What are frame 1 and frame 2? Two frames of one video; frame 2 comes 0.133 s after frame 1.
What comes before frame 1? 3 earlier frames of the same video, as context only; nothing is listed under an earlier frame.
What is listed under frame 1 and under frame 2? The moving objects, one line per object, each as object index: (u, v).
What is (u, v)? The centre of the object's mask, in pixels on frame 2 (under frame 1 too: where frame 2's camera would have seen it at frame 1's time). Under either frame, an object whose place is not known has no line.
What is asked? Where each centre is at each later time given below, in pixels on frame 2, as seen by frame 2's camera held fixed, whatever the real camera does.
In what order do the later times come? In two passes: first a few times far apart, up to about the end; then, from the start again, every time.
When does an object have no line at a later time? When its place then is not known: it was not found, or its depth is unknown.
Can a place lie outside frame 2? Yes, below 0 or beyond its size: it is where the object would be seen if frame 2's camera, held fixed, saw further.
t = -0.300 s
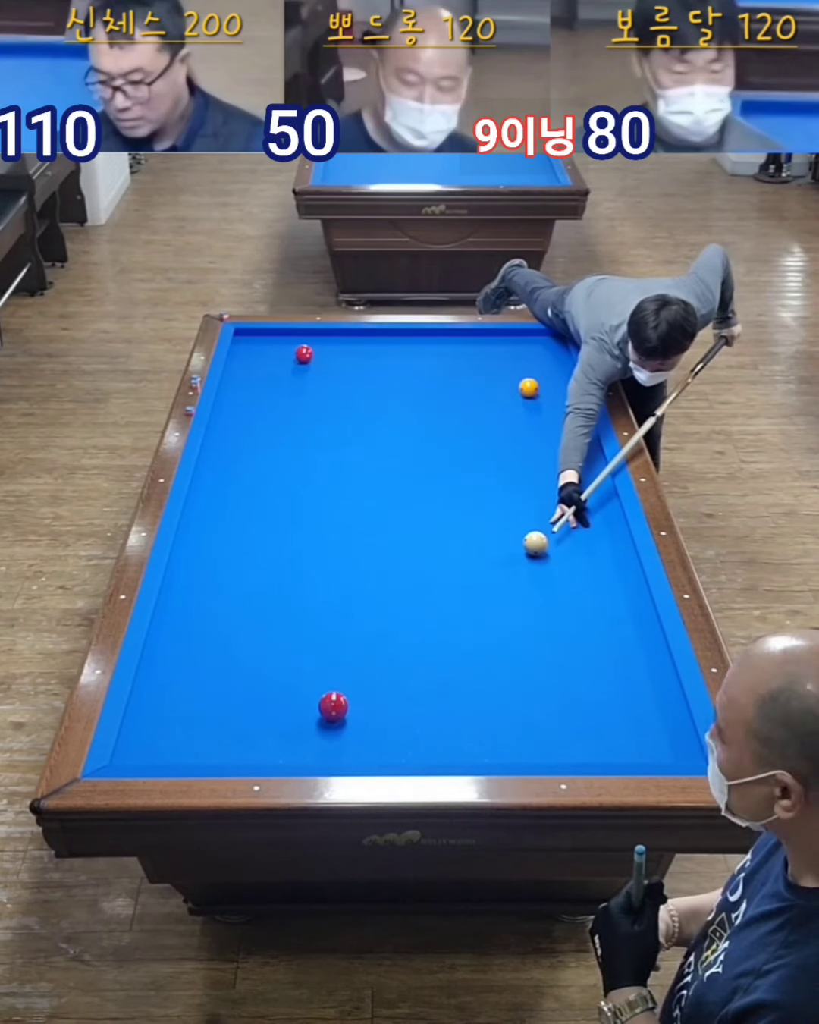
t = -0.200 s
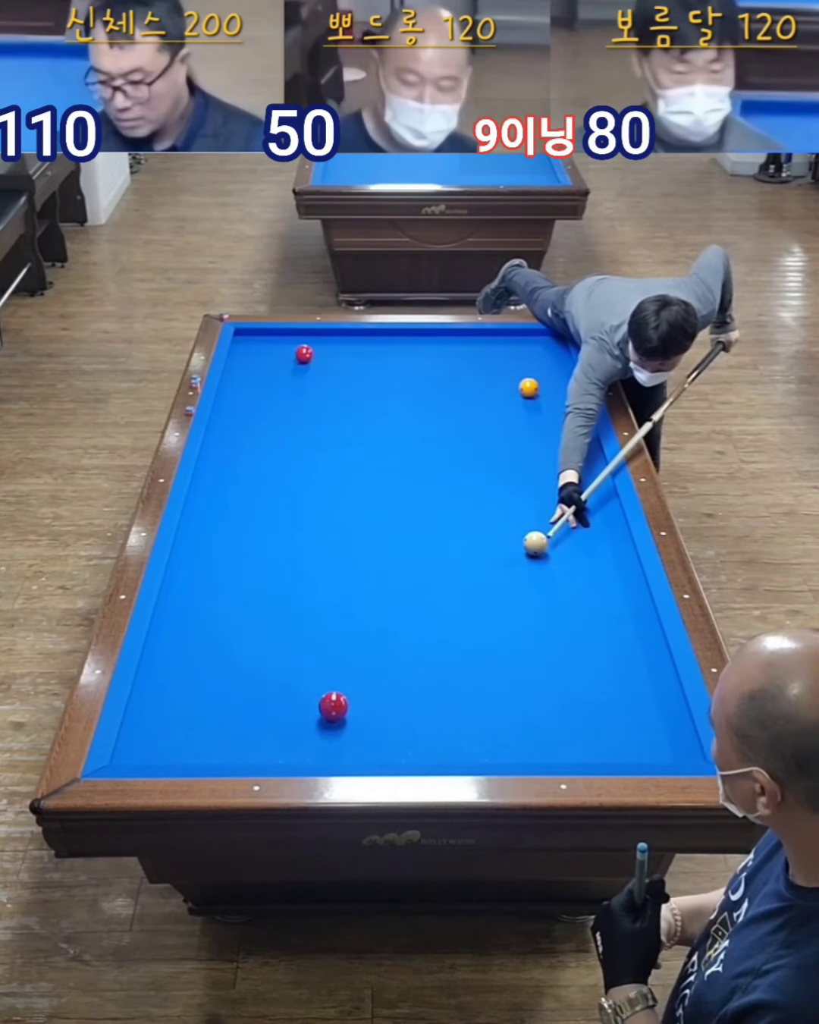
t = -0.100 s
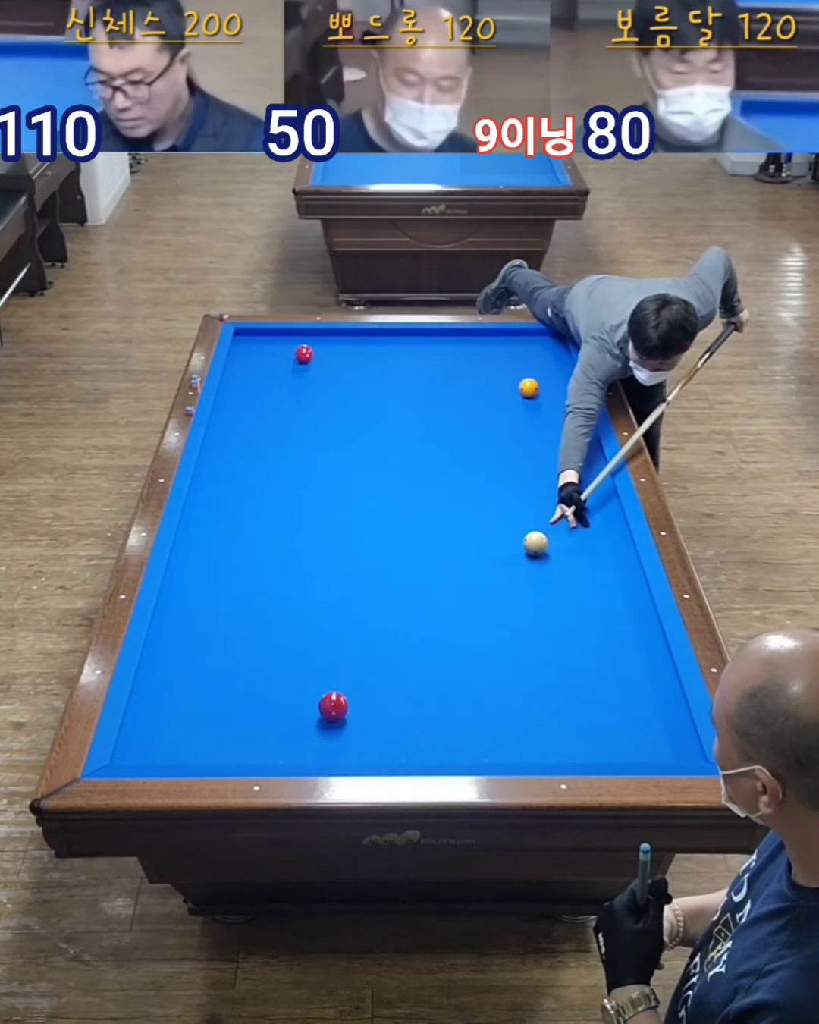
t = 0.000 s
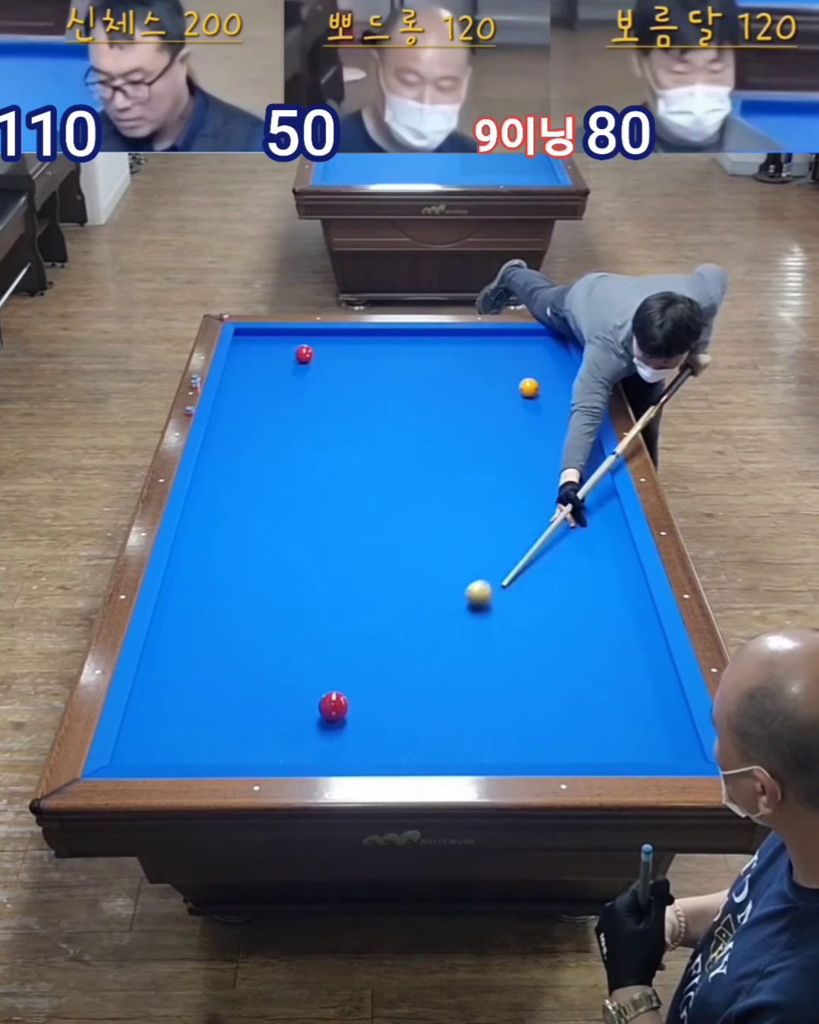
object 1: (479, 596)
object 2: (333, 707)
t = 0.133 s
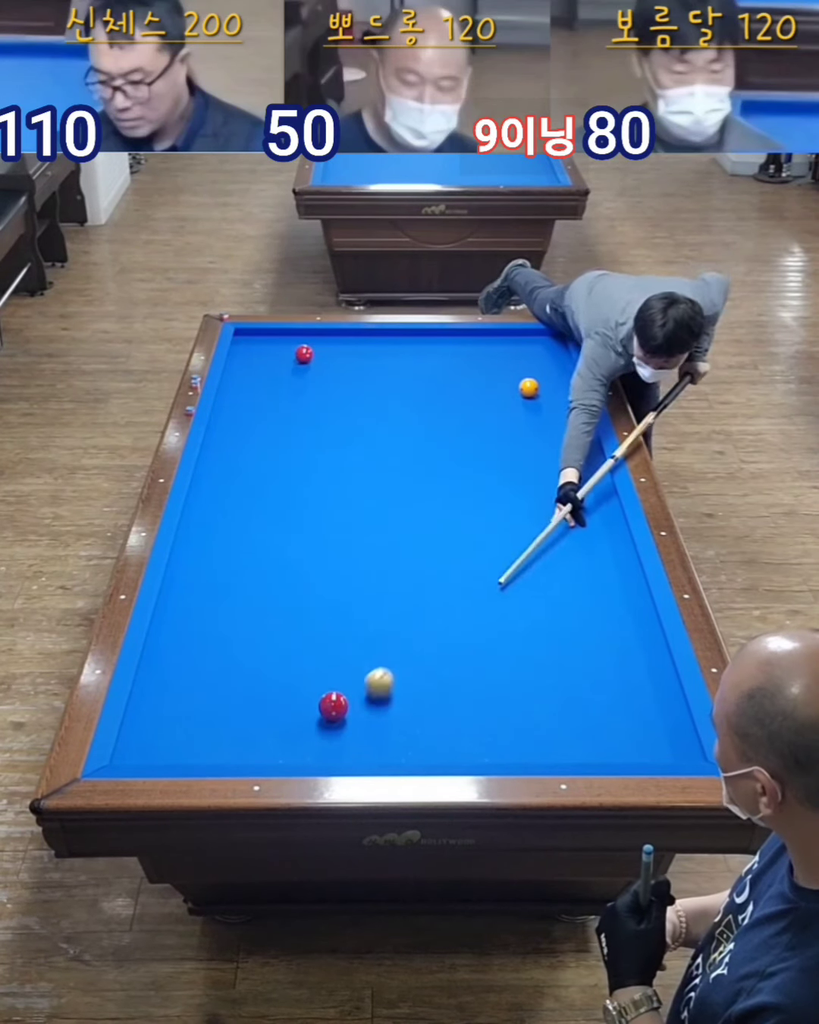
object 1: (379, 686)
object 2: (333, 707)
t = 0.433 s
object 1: (455, 707)
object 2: (182, 749)
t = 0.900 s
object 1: (597, 612)
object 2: (412, 718)
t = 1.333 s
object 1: (578, 542)
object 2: (599, 692)
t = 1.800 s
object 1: (499, 483)
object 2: (589, 654)
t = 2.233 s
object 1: (439, 436)
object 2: (499, 617)
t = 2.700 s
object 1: (384, 394)
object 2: (414, 582)
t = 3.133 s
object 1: (340, 360)
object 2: (344, 553)
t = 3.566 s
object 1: (301, 334)
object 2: (282, 527)
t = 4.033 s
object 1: (248, 350)
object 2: (222, 501)
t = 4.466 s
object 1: (254, 366)
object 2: (218, 483)
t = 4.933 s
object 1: (278, 382)
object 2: (249, 470)
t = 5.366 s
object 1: (301, 398)
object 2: (275, 458)
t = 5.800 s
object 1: (324, 413)
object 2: (298, 448)
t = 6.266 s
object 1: (348, 430)
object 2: (320, 438)
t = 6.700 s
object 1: (371, 445)
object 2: (338, 430)
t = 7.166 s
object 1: (395, 461)
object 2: (355, 422)
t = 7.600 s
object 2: (370, 415)
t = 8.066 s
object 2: (383, 410)
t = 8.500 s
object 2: (393, 405)
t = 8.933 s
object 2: (402, 402)
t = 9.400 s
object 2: (410, 399)
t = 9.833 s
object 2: (416, 397)
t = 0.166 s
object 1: (364, 709)
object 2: (323, 710)
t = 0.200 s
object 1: (373, 725)
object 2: (286, 718)
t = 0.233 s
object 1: (382, 742)
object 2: (250, 727)
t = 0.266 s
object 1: (391, 751)
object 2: (214, 736)
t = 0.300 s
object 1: (405, 747)
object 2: (178, 744)
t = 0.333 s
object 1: (418, 740)
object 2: (142, 751)
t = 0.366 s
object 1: (431, 727)
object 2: (137, 754)
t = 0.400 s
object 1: (443, 715)
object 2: (160, 751)
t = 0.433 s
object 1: (455, 707)
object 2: (182, 749)
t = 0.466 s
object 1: (467, 699)
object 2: (203, 747)
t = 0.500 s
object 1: (478, 692)
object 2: (222, 744)
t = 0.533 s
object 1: (489, 684)
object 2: (241, 742)
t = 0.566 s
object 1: (500, 677)
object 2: (258, 739)
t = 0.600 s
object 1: (510, 670)
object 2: (274, 737)
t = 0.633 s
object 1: (520, 663)
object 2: (290, 735)
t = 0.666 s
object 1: (530, 656)
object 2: (306, 732)
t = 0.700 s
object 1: (541, 650)
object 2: (321, 730)
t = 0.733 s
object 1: (550, 643)
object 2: (336, 728)
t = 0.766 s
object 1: (560, 637)
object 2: (352, 726)
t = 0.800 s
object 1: (569, 630)
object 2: (367, 724)
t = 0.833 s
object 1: (579, 624)
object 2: (382, 722)
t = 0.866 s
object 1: (588, 617)
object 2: (398, 720)
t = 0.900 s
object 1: (597, 612)
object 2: (412, 718)
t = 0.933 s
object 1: (606, 605)
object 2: (427, 716)
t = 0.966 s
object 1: (614, 599)
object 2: (442, 714)
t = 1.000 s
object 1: (623, 593)
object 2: (457, 712)
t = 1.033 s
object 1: (632, 587)
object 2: (471, 709)
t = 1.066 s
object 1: (633, 582)
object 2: (486, 707)
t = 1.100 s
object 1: (624, 577)
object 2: (500, 705)
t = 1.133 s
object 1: (616, 572)
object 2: (515, 703)
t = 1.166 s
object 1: (609, 567)
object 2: (529, 701)
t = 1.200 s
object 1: (602, 561)
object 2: (543, 700)
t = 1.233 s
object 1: (596, 557)
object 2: (557, 698)
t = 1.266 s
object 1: (590, 552)
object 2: (571, 696)
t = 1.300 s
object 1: (584, 547)
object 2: (585, 694)
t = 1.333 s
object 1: (578, 542)
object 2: (599, 692)
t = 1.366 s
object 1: (571, 537)
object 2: (612, 690)
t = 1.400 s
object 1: (565, 533)
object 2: (626, 688)
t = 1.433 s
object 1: (559, 528)
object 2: (639, 686)
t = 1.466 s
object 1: (554, 524)
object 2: (653, 684)
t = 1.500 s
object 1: (548, 519)
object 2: (667, 683)
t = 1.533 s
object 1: (542, 515)
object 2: (658, 679)
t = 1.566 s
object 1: (537, 511)
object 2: (646, 676)
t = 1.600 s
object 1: (532, 507)
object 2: (636, 673)
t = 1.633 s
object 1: (526, 503)
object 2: (627, 669)
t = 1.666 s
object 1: (521, 499)
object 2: (619, 666)
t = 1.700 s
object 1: (515, 495)
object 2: (612, 663)
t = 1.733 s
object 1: (510, 491)
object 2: (604, 660)
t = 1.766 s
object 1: (505, 487)
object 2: (597, 657)
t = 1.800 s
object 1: (499, 483)
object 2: (589, 654)
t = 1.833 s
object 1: (495, 479)
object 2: (582, 651)
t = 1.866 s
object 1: (490, 475)
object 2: (575, 648)
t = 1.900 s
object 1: (485, 471)
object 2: (567, 645)
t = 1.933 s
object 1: (480, 468)
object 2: (560, 642)
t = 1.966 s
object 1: (475, 464)
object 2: (553, 639)
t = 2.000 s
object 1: (471, 460)
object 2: (547, 636)
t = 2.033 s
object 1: (466, 457)
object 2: (539, 634)
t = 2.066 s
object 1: (461, 453)
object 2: (533, 631)
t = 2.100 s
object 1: (457, 450)
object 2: (526, 628)
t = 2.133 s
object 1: (452, 446)
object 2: (519, 625)
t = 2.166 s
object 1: (448, 443)
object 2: (513, 623)
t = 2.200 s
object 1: (444, 440)
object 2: (506, 620)
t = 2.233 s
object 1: (439, 436)
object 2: (499, 617)
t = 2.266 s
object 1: (435, 433)
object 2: (493, 615)
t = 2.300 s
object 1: (431, 430)
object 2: (487, 612)
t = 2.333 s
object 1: (427, 427)
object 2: (480, 610)
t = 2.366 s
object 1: (423, 423)
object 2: (474, 607)
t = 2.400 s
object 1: (418, 421)
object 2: (468, 604)
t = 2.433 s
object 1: (414, 417)
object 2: (462, 602)
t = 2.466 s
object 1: (410, 415)
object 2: (456, 600)
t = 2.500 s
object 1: (407, 411)
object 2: (450, 597)
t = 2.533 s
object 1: (403, 408)
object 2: (443, 595)
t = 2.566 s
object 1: (399, 406)
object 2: (438, 592)
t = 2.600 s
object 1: (395, 403)
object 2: (432, 590)
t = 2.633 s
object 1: (392, 400)
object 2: (426, 587)
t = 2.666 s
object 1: (388, 397)
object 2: (420, 585)
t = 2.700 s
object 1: (384, 394)
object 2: (414, 582)
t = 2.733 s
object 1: (380, 391)
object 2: (409, 580)
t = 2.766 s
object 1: (377, 389)
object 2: (403, 578)
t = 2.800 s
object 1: (373, 386)
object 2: (397, 575)
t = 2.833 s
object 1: (370, 383)
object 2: (392, 573)
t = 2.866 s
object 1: (366, 380)
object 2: (386, 571)
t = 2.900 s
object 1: (363, 378)
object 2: (381, 569)
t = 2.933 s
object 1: (360, 375)
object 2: (376, 566)
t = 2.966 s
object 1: (356, 373)
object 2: (370, 564)
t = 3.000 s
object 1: (353, 370)
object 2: (365, 562)
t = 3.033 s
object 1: (350, 368)
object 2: (360, 560)
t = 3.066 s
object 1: (347, 365)
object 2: (354, 558)
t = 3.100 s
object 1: (344, 363)
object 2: (349, 556)
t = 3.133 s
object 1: (340, 360)
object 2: (344, 553)
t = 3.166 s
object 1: (337, 358)
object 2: (339, 551)
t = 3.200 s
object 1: (334, 355)
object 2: (334, 549)
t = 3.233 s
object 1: (331, 353)
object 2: (329, 547)
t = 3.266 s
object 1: (328, 350)
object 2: (324, 545)
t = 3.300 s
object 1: (326, 348)
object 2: (319, 543)
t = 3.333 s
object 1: (323, 346)
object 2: (315, 541)
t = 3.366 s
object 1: (320, 344)
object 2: (310, 539)
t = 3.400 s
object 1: (317, 341)
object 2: (305, 537)
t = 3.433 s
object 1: (314, 339)
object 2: (300, 535)
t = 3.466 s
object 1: (311, 337)
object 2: (296, 533)
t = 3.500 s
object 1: (308, 335)
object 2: (291, 531)
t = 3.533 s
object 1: (306, 333)
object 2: (286, 529)
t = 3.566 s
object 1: (301, 334)
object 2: (282, 527)
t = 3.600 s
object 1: (297, 335)
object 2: (277, 525)
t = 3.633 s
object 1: (294, 337)
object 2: (272, 523)
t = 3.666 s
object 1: (290, 338)
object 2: (268, 521)
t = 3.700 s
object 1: (286, 339)
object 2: (264, 519)
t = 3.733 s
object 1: (282, 340)
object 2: (260, 517)
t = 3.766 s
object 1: (278, 341)
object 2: (255, 515)
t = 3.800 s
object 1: (275, 342)
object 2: (251, 514)
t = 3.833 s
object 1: (271, 343)
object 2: (247, 512)
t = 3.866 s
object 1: (267, 345)
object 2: (242, 510)
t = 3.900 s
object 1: (263, 346)
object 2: (238, 508)
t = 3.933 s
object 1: (259, 347)
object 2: (234, 506)
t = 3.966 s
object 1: (255, 348)
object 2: (230, 505)
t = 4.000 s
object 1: (252, 349)
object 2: (226, 503)
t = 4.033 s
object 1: (248, 350)
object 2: (222, 501)
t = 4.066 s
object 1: (244, 351)
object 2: (218, 499)
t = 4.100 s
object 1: (240, 353)
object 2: (214, 497)
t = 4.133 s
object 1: (236, 354)
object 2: (210, 496)
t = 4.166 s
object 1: (239, 355)
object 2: (206, 494)
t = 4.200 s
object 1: (240, 356)
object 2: (202, 492)
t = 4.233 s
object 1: (242, 357)
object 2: (200, 490)
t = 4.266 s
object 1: (244, 358)
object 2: (203, 489)
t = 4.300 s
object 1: (246, 360)
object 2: (206, 488)
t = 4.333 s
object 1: (247, 361)
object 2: (209, 487)
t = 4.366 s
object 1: (249, 362)
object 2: (211, 486)
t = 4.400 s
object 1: (251, 363)
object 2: (213, 485)
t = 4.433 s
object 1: (252, 364)
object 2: (216, 484)
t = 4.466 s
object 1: (254, 366)
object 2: (218, 483)
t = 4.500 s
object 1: (256, 367)
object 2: (220, 482)
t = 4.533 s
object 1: (257, 368)
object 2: (223, 481)
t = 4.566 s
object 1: (259, 369)
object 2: (225, 480)
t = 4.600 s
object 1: (261, 370)
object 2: (228, 479)
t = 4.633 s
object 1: (263, 372)
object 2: (230, 478)
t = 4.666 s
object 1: (265, 373)
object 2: (232, 477)
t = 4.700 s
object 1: (266, 374)
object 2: (234, 476)
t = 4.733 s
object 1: (268, 375)
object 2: (236, 475)
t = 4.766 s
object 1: (270, 376)
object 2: (239, 474)
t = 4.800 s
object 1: (272, 377)
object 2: (241, 473)
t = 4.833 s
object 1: (273, 379)
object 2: (243, 472)
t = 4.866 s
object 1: (275, 380)
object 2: (245, 471)
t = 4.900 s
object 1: (277, 381)
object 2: (247, 470)
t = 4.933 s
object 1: (278, 382)
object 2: (249, 470)
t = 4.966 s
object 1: (280, 384)
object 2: (251, 469)
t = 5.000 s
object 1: (282, 385)
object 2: (253, 468)
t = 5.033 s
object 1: (283, 386)
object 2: (255, 466)
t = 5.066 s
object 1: (285, 387)
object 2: (257, 465)
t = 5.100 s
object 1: (287, 388)
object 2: (259, 465)
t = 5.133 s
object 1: (289, 390)
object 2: (261, 464)
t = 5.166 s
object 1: (290, 391)
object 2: (263, 463)
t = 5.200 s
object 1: (292, 392)
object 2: (265, 462)
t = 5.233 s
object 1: (294, 393)
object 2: (267, 462)
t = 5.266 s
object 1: (296, 394)
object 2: (269, 461)
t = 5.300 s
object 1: (298, 396)
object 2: (271, 460)
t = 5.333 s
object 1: (299, 397)
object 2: (273, 459)
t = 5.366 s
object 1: (301, 398)
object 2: (275, 458)
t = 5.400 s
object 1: (303, 399)
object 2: (277, 457)
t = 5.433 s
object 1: (305, 400)
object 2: (278, 456)
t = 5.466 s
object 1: (306, 402)
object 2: (280, 455)
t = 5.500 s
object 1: (308, 403)
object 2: (282, 455)
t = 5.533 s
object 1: (310, 404)
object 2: (284, 454)
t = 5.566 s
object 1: (312, 405)
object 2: (286, 453)
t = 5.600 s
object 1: (313, 406)
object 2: (288, 452)
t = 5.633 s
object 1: (315, 407)
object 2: (289, 451)
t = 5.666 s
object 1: (317, 409)
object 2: (291, 451)
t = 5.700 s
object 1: (319, 410)
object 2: (293, 450)
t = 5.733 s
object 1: (320, 411)
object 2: (295, 449)
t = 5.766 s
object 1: (322, 412)
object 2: (296, 448)
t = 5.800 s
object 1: (324, 413)
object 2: (298, 448)
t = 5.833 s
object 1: (325, 415)
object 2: (300, 447)
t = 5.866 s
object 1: (327, 416)
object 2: (301, 446)
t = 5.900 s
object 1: (329, 417)
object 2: (303, 446)
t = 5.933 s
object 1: (331, 418)
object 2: (305, 445)
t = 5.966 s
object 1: (333, 419)
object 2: (306, 444)
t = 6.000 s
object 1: (334, 421)
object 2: (308, 443)
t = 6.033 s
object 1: (336, 422)
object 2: (309, 443)
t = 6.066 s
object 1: (338, 423)
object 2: (311, 442)
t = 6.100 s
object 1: (339, 424)
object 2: (312, 441)
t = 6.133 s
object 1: (341, 425)
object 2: (314, 440)
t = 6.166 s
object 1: (343, 427)
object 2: (315, 440)
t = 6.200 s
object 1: (345, 428)
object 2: (317, 439)
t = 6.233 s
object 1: (346, 429)
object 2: (318, 438)
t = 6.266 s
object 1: (348, 430)
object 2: (320, 438)
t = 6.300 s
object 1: (350, 431)
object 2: (321, 437)
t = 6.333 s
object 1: (352, 432)
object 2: (323, 437)
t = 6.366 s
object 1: (354, 434)
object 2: (324, 436)
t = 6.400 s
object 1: (355, 435)
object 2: (326, 435)
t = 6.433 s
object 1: (357, 436)
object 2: (327, 435)
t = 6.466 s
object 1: (359, 437)
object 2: (328, 434)
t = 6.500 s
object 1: (361, 438)
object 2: (330, 433)
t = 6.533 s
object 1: (362, 440)
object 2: (331, 433)
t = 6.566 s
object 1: (364, 441)
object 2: (332, 432)
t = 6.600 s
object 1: (365, 442)
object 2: (334, 431)
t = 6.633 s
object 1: (367, 443)
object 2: (335, 431)
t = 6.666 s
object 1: (369, 444)
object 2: (336, 430)
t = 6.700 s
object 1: (371, 445)
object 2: (338, 430)
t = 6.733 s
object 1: (372, 447)
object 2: (339, 429)
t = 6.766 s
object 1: (374, 448)
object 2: (340, 429)
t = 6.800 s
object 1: (376, 449)
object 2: (342, 428)
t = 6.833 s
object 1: (378, 450)
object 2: (343, 428)
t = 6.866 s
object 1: (379, 451)
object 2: (344, 427)
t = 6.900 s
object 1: (381, 452)
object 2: (345, 426)
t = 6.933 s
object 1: (383, 453)
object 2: (346, 426)
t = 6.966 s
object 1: (385, 455)
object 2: (348, 425)
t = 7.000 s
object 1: (386, 456)
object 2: (349, 425)
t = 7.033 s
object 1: (388, 457)
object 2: (350, 424)
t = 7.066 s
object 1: (390, 458)
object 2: (351, 424)
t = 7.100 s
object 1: (391, 459)
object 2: (353, 423)
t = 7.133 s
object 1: (393, 460)
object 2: (354, 423)
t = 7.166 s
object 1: (395, 461)
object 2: (355, 422)
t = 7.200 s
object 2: (356, 422)
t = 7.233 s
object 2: (357, 421)
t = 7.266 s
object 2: (358, 421)
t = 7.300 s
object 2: (360, 420)
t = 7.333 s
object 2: (361, 419)
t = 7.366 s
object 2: (362, 419)
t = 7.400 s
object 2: (363, 418)
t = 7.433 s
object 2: (364, 418)
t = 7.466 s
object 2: (365, 417)
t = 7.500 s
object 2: (366, 417)
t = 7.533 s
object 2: (368, 417)
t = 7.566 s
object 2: (369, 416)
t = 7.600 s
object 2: (370, 415)
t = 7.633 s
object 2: (372, 415)
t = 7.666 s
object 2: (371, 415)
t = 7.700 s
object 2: (373, 414)
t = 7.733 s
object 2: (374, 414)
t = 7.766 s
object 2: (375, 413)
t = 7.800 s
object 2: (375, 413)
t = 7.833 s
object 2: (376, 413)
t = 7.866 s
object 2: (377, 412)
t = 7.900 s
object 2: (378, 412)
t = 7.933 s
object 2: (379, 412)
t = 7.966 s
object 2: (380, 411)
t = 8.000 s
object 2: (381, 411)
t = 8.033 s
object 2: (382, 410)
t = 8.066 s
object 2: (383, 410)
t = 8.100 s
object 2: (384, 410)
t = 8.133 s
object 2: (384, 409)
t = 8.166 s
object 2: (385, 409)
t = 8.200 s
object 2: (386, 408)
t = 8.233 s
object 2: (387, 408)
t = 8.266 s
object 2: (388, 408)
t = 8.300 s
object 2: (388, 407)
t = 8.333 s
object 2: (389, 407)
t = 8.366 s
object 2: (390, 407)
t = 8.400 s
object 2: (391, 406)
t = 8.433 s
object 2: (391, 406)
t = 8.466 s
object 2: (392, 406)
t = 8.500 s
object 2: (393, 405)
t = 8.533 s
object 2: (394, 405)
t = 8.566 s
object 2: (394, 405)
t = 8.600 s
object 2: (395, 405)
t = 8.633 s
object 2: (396, 404)
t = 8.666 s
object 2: (397, 404)
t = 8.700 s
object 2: (397, 404)
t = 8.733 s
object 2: (398, 403)
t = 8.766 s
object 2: (399, 403)
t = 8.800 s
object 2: (399, 403)
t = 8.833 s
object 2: (400, 403)
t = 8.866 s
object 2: (401, 402)
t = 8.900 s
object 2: (401, 402)
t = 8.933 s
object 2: (402, 402)
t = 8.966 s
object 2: (403, 402)
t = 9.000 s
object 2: (403, 402)
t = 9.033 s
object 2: (404, 401)
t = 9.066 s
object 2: (404, 401)
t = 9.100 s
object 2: (405, 401)
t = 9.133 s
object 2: (405, 401)
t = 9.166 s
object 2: (406, 400)
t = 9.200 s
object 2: (407, 400)
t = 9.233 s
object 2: (407, 400)
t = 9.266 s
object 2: (408, 400)
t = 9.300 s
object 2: (408, 399)
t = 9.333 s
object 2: (409, 399)
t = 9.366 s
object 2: (409, 399)
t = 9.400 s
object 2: (410, 399)
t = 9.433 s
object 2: (410, 399)
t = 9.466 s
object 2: (410, 399)
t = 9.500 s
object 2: (411, 398)
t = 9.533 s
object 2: (411, 398)
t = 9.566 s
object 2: (412, 398)
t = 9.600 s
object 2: (412, 398)
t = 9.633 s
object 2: (413, 398)
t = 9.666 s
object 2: (413, 398)
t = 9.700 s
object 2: (414, 397)
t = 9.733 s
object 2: (414, 397)
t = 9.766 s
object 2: (415, 397)
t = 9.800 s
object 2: (416, 397)
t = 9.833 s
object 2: (416, 397)
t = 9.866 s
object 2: (417, 396)
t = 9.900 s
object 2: (418, 396)
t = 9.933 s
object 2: (418, 396)
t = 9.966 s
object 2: (419, 396)
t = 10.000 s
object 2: (419, 396)
